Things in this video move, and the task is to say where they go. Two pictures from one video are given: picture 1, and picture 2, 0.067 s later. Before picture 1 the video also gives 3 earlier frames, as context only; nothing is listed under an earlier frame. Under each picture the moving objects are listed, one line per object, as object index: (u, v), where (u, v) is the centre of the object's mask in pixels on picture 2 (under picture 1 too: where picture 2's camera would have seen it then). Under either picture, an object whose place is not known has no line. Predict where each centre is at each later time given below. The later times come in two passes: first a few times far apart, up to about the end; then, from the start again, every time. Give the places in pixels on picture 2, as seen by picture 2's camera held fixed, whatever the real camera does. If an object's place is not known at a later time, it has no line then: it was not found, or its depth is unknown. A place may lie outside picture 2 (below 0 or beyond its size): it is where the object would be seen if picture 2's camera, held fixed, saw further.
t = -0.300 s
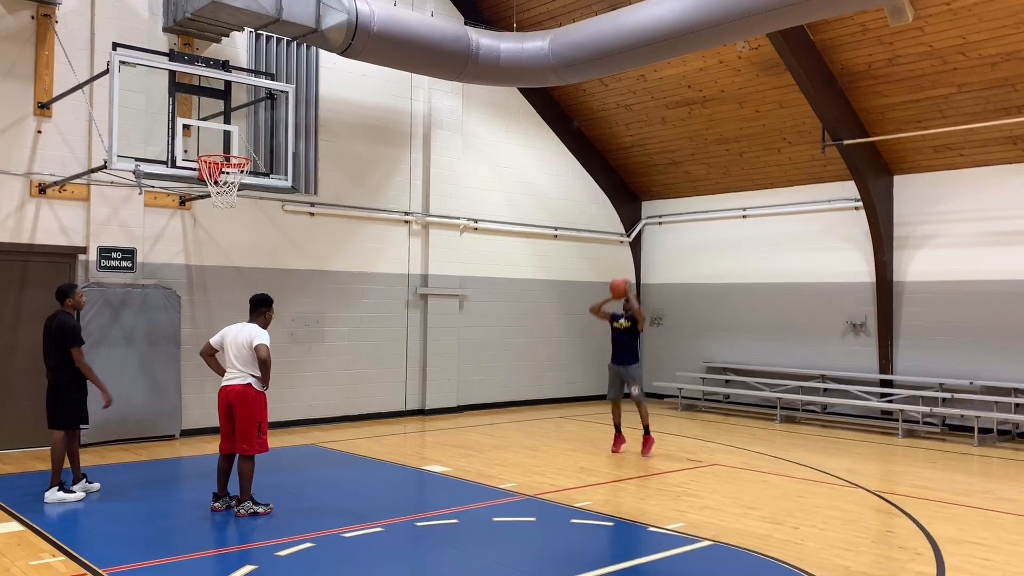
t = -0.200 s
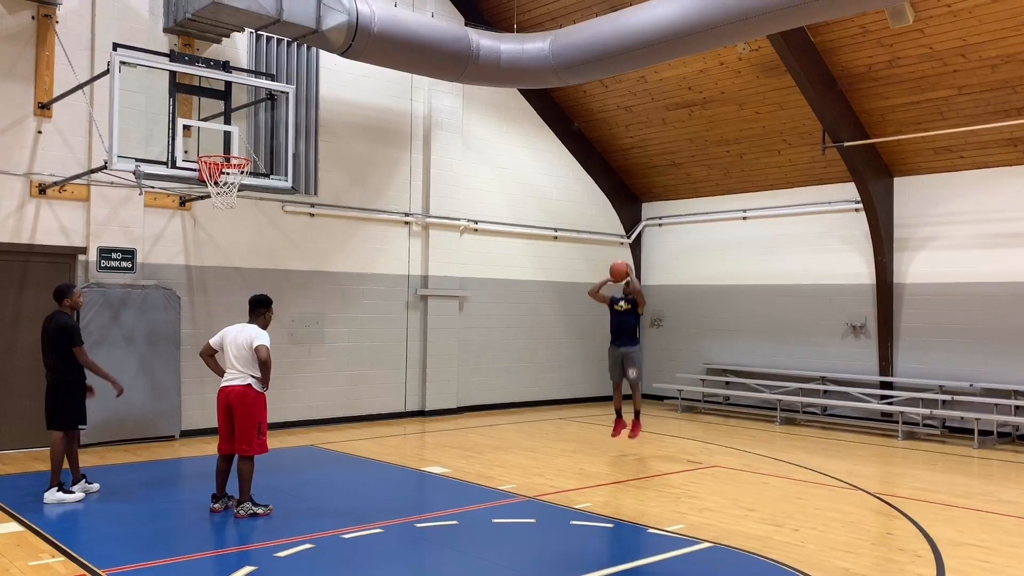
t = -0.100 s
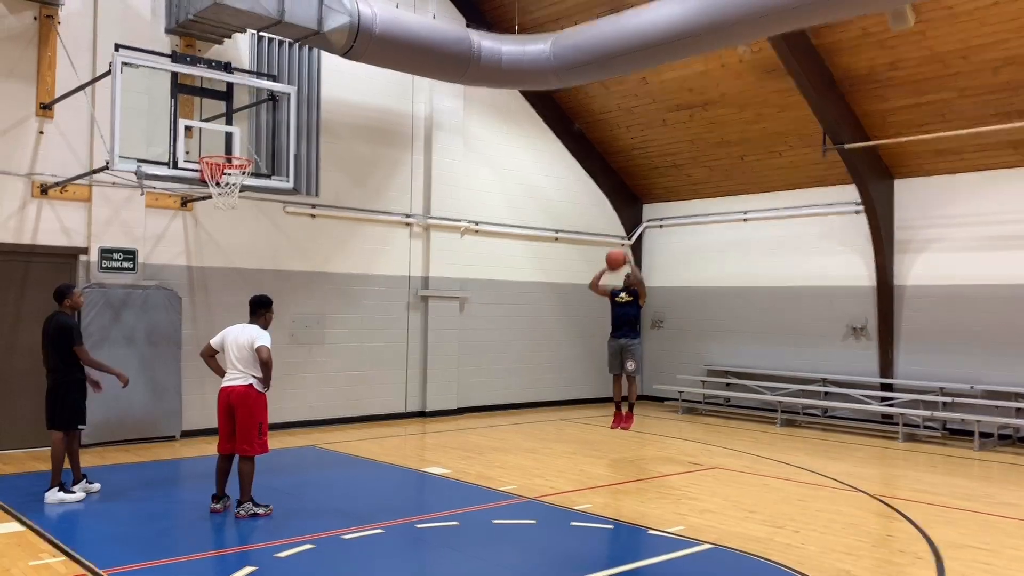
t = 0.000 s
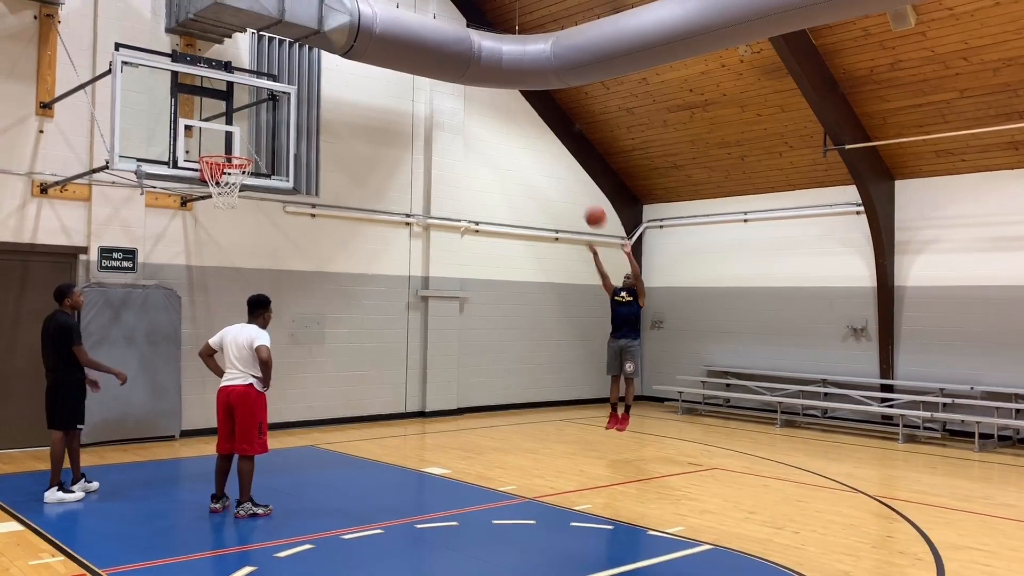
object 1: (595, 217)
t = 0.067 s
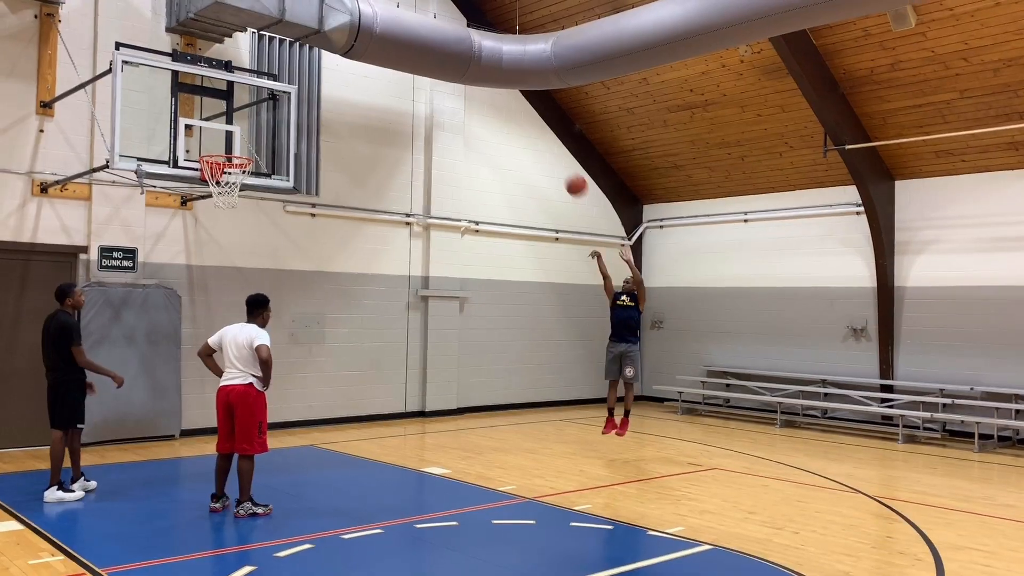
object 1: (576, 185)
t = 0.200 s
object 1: (536, 132)
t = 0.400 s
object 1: (472, 78)
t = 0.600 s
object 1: (402, 57)
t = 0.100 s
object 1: (567, 171)
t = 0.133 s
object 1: (556, 157)
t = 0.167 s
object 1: (546, 145)
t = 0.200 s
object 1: (536, 132)
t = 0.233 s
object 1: (526, 122)
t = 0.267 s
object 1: (516, 111)
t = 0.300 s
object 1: (505, 102)
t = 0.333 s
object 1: (494, 92)
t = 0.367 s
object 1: (483, 84)
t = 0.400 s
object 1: (472, 78)
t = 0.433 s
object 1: (461, 72)
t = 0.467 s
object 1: (450, 67)
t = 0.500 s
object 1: (438, 63)
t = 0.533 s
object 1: (426, 60)
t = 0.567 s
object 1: (414, 58)
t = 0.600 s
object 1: (402, 57)
